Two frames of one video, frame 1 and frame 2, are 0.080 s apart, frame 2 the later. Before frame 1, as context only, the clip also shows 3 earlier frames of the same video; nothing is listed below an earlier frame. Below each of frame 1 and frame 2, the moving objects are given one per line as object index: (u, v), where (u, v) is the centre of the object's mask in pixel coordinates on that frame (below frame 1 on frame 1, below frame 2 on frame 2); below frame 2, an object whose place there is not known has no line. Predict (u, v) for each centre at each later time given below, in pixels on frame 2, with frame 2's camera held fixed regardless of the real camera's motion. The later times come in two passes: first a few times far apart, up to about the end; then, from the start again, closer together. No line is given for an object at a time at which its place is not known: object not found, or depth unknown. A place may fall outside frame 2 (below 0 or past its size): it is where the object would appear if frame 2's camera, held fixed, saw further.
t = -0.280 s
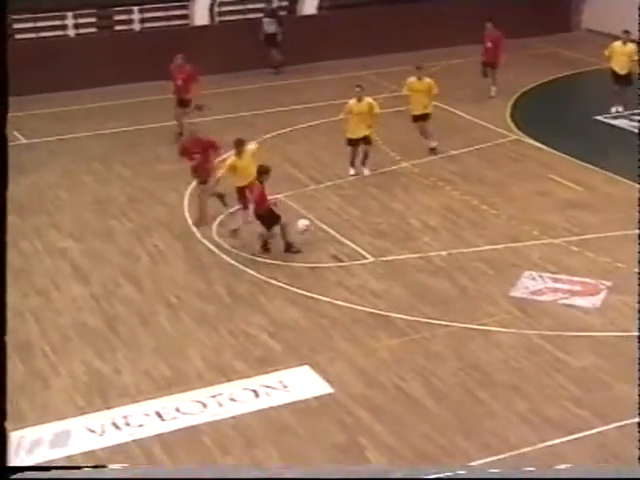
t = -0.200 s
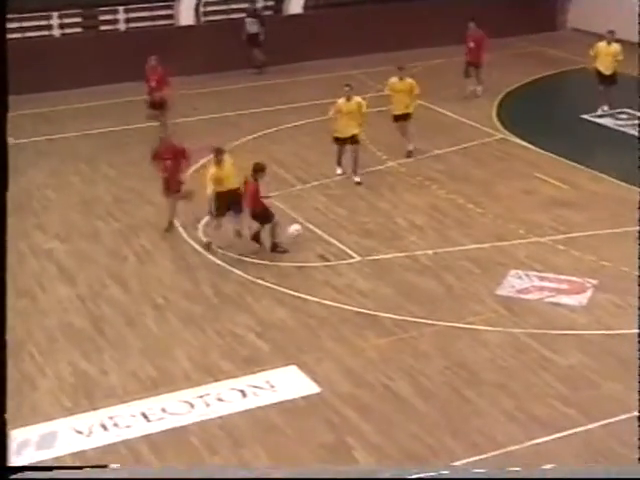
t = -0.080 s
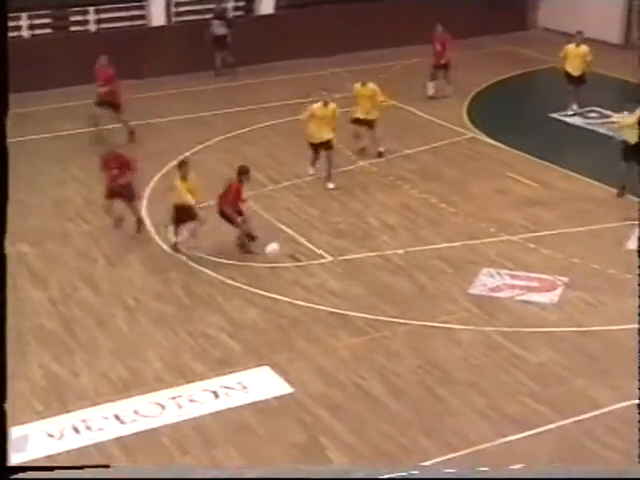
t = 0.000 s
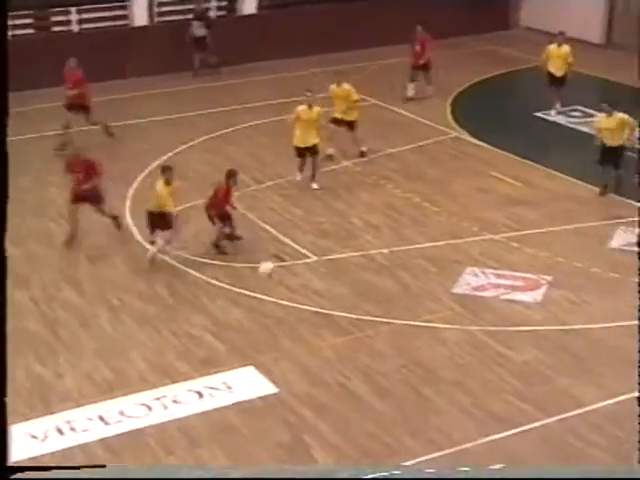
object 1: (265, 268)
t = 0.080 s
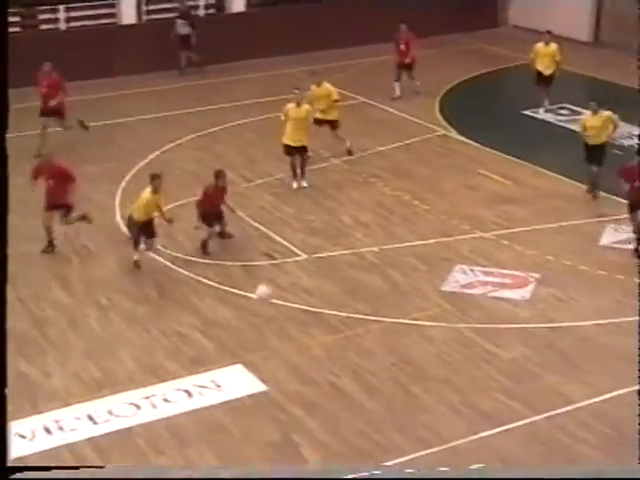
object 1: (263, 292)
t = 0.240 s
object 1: (279, 362)
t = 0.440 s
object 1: (293, 436)
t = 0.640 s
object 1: (288, 456)
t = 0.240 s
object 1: (279, 362)
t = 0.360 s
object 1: (294, 439)
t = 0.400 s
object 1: (294, 436)
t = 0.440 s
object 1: (293, 436)
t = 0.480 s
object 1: (291, 437)
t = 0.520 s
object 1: (291, 439)
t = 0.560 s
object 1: (289, 443)
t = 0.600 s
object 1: (288, 449)
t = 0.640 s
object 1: (288, 456)
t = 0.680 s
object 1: (286, 466)
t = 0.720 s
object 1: (286, 477)
